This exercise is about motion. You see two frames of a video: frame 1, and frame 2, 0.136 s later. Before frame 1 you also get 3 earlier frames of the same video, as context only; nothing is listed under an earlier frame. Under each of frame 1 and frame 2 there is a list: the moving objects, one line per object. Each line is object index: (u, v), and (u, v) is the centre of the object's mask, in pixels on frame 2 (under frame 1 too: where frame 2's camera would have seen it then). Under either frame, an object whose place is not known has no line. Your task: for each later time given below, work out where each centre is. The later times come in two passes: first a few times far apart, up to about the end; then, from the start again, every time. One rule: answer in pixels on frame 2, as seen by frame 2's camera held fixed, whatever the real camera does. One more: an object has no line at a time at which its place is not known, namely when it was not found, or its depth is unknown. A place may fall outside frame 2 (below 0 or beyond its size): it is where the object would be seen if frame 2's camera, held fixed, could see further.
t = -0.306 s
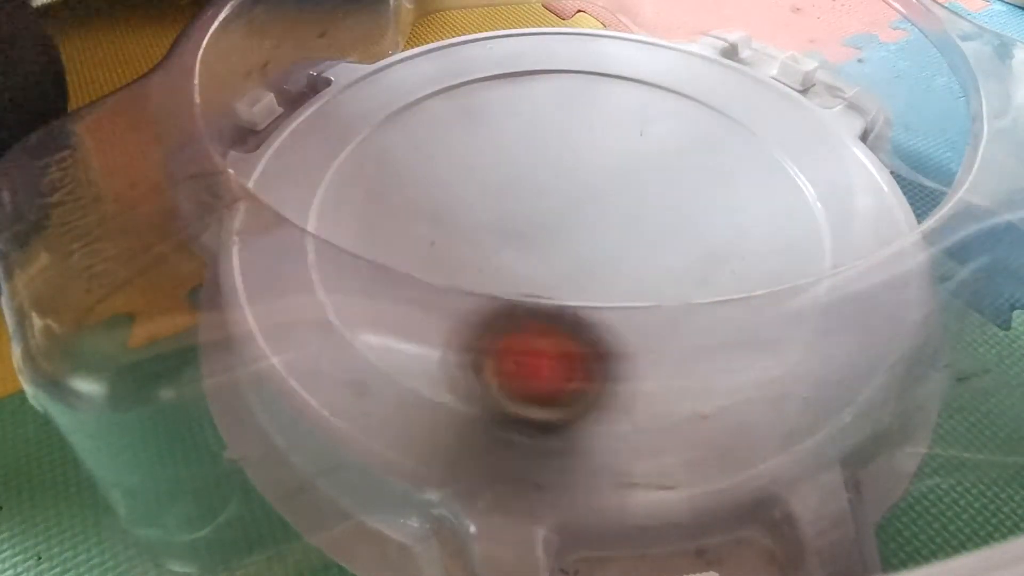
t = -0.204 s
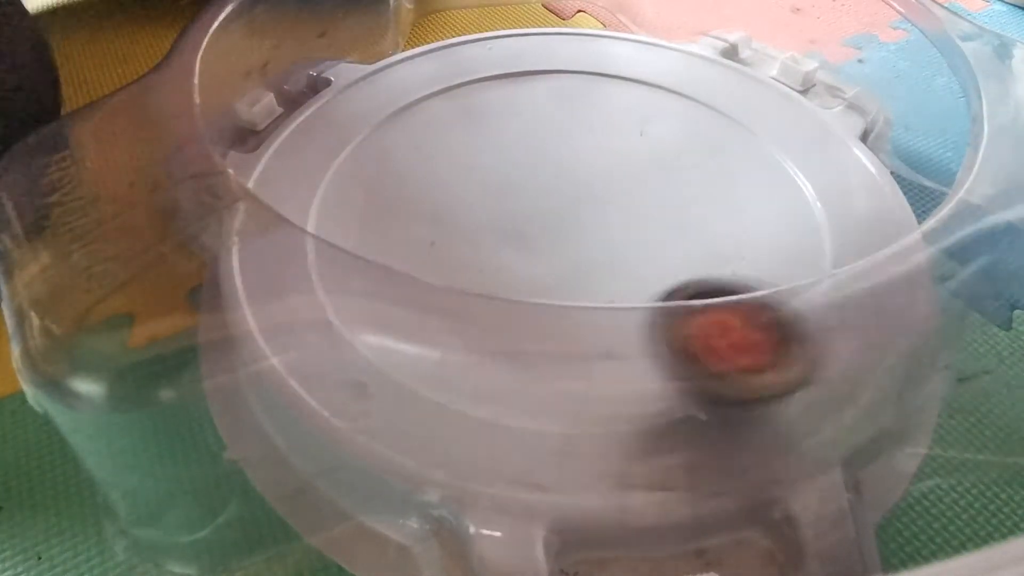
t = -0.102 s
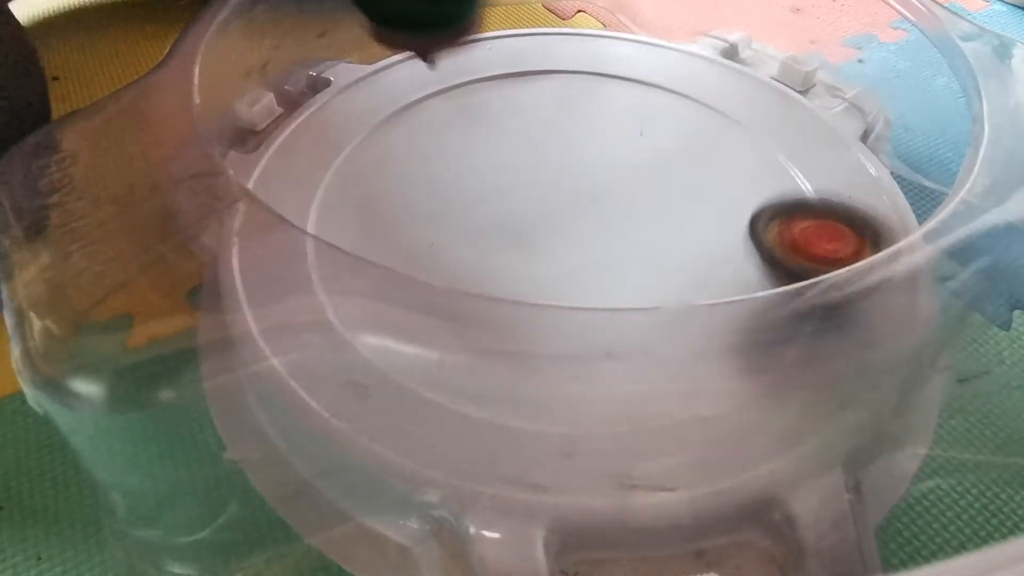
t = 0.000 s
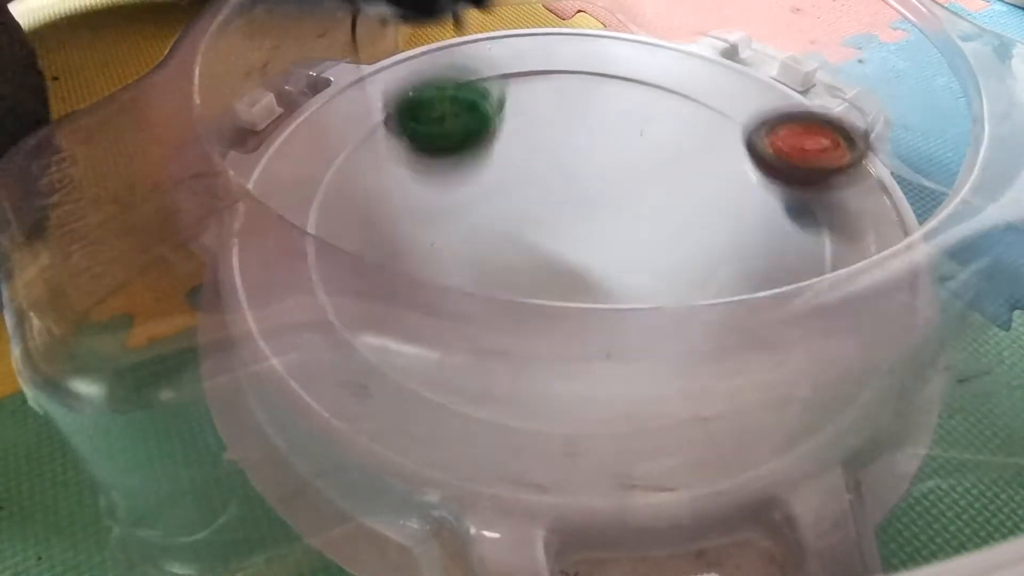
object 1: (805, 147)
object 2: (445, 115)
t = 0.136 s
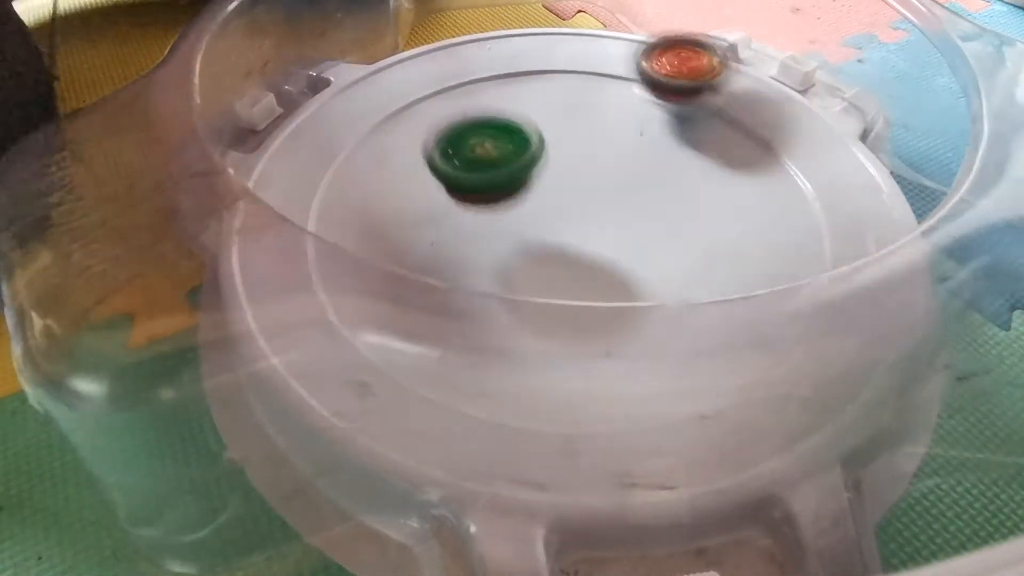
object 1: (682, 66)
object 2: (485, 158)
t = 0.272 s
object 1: (523, 42)
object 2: (539, 233)
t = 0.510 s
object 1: (329, 196)
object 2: (692, 244)
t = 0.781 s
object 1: (741, 338)
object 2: (613, 137)
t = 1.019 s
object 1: (767, 114)
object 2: (363, 159)
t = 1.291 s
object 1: (479, 49)
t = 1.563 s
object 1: (353, 302)
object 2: (801, 132)
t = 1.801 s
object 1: (835, 311)
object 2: (490, 40)
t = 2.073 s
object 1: (785, 105)
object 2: (396, 318)
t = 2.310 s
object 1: (533, 81)
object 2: (832, 227)
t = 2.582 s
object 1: (343, 183)
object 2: (582, 36)
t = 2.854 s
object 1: (548, 340)
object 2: (322, 196)
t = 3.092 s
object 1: (730, 221)
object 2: (723, 352)
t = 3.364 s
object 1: (611, 103)
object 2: (748, 87)
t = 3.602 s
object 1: (447, 125)
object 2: (450, 50)
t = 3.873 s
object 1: (495, 301)
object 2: (349, 218)
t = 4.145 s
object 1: (768, 268)
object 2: (635, 218)
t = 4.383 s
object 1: (715, 160)
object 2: (643, 58)
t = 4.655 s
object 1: (552, 155)
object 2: (458, 78)
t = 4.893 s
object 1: (514, 227)
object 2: (375, 180)
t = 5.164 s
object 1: (657, 241)
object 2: (495, 234)
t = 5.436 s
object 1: (694, 170)
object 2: (471, 126)
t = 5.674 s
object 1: (641, 156)
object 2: (373, 131)
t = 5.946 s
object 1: (598, 170)
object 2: (511, 238)
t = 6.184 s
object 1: (640, 94)
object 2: (642, 312)
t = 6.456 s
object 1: (583, 69)
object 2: (705, 274)
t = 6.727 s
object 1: (563, 120)
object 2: (544, 239)
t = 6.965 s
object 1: (563, 154)
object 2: (465, 235)
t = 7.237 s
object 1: (656, 201)
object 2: (429, 125)
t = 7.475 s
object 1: (678, 230)
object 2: (437, 104)
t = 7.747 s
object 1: (632, 237)
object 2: (515, 130)
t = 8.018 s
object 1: (523, 235)
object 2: (622, 186)
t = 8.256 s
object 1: (477, 215)
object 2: (690, 226)
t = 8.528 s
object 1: (489, 193)
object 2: (721, 254)
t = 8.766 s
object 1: (514, 160)
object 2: (616, 244)
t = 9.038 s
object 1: (554, 141)
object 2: (482, 224)
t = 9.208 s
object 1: (584, 151)
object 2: (440, 208)
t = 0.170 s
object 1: (643, 54)
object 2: (500, 192)
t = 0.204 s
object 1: (603, 45)
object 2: (510, 197)
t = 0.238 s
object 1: (563, 40)
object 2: (522, 219)
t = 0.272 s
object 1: (523, 42)
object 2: (539, 233)
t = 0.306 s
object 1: (481, 51)
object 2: (560, 243)
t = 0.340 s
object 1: (440, 63)
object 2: (582, 251)
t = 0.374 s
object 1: (401, 77)
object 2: (606, 255)
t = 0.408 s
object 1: (369, 100)
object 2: (633, 257)
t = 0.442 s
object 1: (344, 129)
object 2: (654, 255)
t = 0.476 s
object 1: (329, 164)
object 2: (675, 251)
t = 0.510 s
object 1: (329, 196)
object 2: (692, 244)
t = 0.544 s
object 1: (333, 240)
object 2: (703, 234)
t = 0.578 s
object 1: (353, 280)
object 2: (709, 221)
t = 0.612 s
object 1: (397, 317)
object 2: (708, 207)
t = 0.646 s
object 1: (461, 346)
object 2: (701, 190)
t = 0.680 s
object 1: (537, 368)
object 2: (687, 174)
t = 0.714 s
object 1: (613, 371)
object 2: (668, 160)
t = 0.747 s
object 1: (687, 358)
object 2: (644, 147)
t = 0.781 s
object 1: (741, 338)
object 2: (613, 137)
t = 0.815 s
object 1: (790, 305)
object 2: (582, 129)
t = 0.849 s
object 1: (819, 271)
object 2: (548, 125)
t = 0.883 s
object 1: (822, 229)
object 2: (509, 124)
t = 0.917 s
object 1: (824, 198)
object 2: (473, 128)
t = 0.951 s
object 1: (812, 167)
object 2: (436, 134)
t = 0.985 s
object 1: (791, 138)
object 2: (397, 144)
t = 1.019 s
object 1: (767, 114)
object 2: (363, 159)
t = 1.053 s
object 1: (738, 92)
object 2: (332, 179)
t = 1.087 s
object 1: (709, 75)
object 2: (315, 197)
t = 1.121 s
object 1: (674, 61)
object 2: (319, 223)
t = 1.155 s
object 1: (638, 52)
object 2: (332, 262)
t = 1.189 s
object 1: (599, 45)
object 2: (367, 293)
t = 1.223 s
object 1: (560, 43)
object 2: (416, 323)
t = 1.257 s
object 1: (519, 43)
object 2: (481, 349)
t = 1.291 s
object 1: (479, 49)
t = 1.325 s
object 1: (439, 59)
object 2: (632, 369)
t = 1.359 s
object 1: (402, 74)
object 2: (705, 353)
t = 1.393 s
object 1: (368, 96)
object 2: (765, 323)
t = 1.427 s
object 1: (337, 124)
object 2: (802, 285)
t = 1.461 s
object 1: (311, 160)
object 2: (813, 237)
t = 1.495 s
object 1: (314, 192)
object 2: (828, 205)
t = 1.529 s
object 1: (316, 250)
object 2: (821, 166)
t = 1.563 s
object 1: (353, 302)
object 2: (801, 132)
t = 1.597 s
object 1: (424, 345)
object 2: (773, 101)
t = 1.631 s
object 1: (514, 389)
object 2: (734, 76)
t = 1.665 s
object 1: (596, 408)
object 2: (691, 58)
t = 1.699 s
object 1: (676, 413)
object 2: (642, 44)
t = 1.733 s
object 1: (748, 381)
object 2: (592, 35)
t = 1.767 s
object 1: (798, 347)
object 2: (541, 34)
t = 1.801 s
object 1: (835, 311)
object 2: (490, 40)
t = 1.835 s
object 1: (869, 281)
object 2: (441, 53)
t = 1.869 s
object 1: (878, 248)
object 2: (397, 75)
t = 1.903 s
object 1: (875, 203)
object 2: (359, 101)
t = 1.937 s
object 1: (883, 180)
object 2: (330, 136)
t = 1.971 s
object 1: (880, 152)
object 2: (314, 177)
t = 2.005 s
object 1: (859, 128)
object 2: (322, 226)
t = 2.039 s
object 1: (822, 115)
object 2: (342, 272)
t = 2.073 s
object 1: (785, 105)
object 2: (396, 318)
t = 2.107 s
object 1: (745, 99)
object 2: (472, 355)
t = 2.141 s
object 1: (710, 90)
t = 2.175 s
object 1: (673, 83)
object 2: (647, 370)
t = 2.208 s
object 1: (635, 80)
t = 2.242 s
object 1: (604, 79)
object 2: (786, 314)
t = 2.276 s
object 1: (569, 79)
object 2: (825, 275)
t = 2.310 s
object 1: (533, 81)
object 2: (832, 227)
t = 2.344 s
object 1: (502, 86)
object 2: (840, 191)
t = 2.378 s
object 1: (469, 92)
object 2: (824, 153)
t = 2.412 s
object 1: (440, 102)
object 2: (795, 121)
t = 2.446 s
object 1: (416, 112)
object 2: (762, 93)
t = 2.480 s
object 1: (389, 126)
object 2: (721, 71)
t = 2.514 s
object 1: (370, 143)
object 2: (676, 55)
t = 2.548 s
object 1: (353, 163)
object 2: (630, 43)
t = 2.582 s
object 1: (343, 183)
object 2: (582, 36)
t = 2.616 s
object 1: (346, 203)
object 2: (533, 36)
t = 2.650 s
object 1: (349, 230)
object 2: (487, 43)
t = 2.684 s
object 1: (362, 258)
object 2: (442, 56)
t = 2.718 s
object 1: (388, 281)
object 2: (401, 75)
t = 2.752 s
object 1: (417, 301)
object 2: (366, 98)
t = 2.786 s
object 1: (460, 321)
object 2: (338, 128)
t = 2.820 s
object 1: (499, 333)
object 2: (316, 165)
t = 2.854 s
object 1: (548, 340)
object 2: (322, 196)
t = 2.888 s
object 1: (593, 335)
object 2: (326, 248)
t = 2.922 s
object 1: (635, 327)
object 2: (357, 290)
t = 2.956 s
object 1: (675, 311)
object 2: (413, 332)
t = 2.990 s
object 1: (699, 291)
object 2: (486, 362)
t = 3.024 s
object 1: (718, 266)
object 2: (571, 379)
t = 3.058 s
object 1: (727, 246)
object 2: (648, 369)
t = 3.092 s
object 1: (730, 221)
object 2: (723, 352)
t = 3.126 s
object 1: (726, 199)
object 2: (782, 328)
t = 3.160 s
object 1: (719, 179)
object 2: (818, 292)
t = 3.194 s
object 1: (705, 159)
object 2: (822, 239)
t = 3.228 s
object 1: (691, 143)
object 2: (839, 214)
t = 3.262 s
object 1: (671, 129)
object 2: (830, 175)
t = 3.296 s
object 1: (654, 118)
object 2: (812, 143)
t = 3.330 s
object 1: (632, 109)
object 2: (783, 113)
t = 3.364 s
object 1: (611, 103)
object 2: (748, 87)
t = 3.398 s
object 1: (588, 98)
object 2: (708, 69)
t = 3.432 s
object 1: (566, 97)
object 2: (666, 55)
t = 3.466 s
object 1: (543, 96)
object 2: (622, 44)
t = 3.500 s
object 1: (519, 99)
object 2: (576, 38)
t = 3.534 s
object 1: (497, 103)
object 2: (531, 36)
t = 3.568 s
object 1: (468, 113)
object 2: (490, 39)
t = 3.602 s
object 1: (447, 125)
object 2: (450, 50)
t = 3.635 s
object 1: (427, 140)
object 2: (416, 64)
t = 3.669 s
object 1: (412, 160)
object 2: (386, 80)
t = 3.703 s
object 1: (400, 182)
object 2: (362, 101)
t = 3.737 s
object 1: (400, 205)
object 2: (345, 124)
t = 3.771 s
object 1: (409, 226)
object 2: (333, 151)
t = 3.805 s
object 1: (428, 255)
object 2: (329, 178)
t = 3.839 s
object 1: (458, 281)
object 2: (335, 195)
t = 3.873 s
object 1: (495, 301)
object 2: (349, 218)
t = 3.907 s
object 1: (529, 315)
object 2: (377, 246)
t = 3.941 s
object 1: (572, 323)
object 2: (416, 263)
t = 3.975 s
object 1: (607, 324)
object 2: (466, 277)
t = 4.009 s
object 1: (661, 321)
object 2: (509, 278)
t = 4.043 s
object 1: (702, 315)
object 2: (543, 261)
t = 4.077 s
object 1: (737, 299)
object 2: (576, 256)
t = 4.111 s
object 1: (758, 284)
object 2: (610, 242)
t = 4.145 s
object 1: (768, 268)
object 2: (635, 218)
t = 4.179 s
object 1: (774, 245)
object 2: (655, 195)
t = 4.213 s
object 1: (777, 234)
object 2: (667, 171)
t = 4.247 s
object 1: (773, 216)
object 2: (672, 146)
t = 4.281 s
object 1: (763, 199)
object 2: (672, 122)
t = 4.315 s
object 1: (751, 183)
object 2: (667, 100)
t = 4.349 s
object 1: (735, 170)
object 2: (657, 78)
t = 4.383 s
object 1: (715, 160)
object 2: (643, 58)
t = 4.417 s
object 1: (697, 151)
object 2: (625, 43)
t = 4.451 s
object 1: (672, 145)
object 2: (604, 38)
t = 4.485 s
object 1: (652, 142)
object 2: (578, 44)
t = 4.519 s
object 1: (629, 142)
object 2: (552, 50)
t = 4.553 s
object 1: (608, 143)
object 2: (527, 57)
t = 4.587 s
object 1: (588, 145)
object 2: (503, 61)
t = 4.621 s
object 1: (567, 150)
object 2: (479, 69)
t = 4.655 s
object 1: (552, 155)
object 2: (458, 78)
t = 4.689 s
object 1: (536, 162)
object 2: (440, 90)
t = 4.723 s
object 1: (525, 169)
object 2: (424, 105)
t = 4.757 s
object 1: (512, 177)
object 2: (413, 122)
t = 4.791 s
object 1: (504, 187)
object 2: (406, 138)
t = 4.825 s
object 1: (500, 200)
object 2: (395, 154)
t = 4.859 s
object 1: (506, 214)
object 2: (381, 167)
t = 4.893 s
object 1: (514, 227)
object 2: (375, 180)
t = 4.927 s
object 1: (525, 237)
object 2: (377, 193)
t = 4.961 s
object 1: (536, 245)
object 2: (391, 209)
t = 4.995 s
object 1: (551, 250)
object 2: (411, 223)
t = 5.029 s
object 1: (571, 252)
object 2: (430, 232)
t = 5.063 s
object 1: (602, 254)
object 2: (439, 235)
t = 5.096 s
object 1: (630, 253)
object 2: (454, 238)
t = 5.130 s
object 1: (647, 249)
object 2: (476, 238)
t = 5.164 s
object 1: (657, 241)
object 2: (495, 234)
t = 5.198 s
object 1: (663, 230)
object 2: (521, 225)
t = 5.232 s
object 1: (667, 219)
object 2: (538, 213)
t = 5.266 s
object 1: (682, 208)
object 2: (536, 197)
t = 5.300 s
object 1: (692, 198)
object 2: (528, 179)
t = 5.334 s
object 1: (698, 189)
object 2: (517, 164)
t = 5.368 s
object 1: (699, 180)
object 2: (502, 148)
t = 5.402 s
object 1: (697, 174)
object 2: (487, 136)
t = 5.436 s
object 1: (694, 170)
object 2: (471, 126)
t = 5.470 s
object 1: (691, 165)
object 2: (455, 120)
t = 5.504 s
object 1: (684, 161)
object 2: (439, 115)
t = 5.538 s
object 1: (678, 159)
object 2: (422, 114)
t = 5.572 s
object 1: (670, 156)
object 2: (406, 113)
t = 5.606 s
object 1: (661, 155)
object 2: (392, 117)
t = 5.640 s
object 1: (651, 155)
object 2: (381, 123)
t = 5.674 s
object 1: (641, 156)
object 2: (373, 131)
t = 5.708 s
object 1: (630, 158)
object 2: (373, 142)
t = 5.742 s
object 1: (620, 161)
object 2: (377, 156)
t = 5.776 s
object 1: (611, 164)
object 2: (388, 170)
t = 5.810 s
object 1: (601, 167)
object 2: (403, 185)
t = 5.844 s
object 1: (592, 171)
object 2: (433, 202)
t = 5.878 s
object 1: (584, 175)
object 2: (463, 215)
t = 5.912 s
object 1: (586, 175)
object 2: (493, 228)
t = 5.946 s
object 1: (598, 170)
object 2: (511, 238)
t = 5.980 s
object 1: (606, 167)
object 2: (534, 245)
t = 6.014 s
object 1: (611, 164)
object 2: (561, 248)
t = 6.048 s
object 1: (613, 162)
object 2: (586, 248)
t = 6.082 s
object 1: (618, 158)
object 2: (608, 249)
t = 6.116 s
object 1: (629, 133)
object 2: (618, 273)
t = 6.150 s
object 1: (638, 110)
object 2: (628, 294)
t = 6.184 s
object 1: (640, 94)
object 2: (642, 312)
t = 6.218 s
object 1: (639, 80)
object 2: (660, 323)
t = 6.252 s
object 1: (634, 72)
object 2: (673, 325)
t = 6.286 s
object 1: (626, 65)
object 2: (687, 324)
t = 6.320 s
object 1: (618, 60)
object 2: (699, 319)
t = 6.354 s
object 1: (610, 59)
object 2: (708, 310)
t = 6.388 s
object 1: (600, 60)
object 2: (715, 300)
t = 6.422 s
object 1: (590, 62)
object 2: (713, 289)
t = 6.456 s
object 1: (583, 69)
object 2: (705, 274)
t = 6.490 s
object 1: (576, 79)
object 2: (695, 256)
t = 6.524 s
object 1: (572, 90)
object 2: (679, 246)
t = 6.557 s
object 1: (569, 102)
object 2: (656, 234)
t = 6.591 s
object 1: (567, 115)
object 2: (635, 225)
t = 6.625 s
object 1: (566, 127)
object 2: (612, 215)
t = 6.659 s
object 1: (567, 129)
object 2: (587, 220)
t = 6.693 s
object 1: (565, 123)
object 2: (563, 230)
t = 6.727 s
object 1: (563, 120)
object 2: (544, 239)
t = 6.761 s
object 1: (561, 119)
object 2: (537, 232)
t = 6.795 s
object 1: (560, 122)
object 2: (521, 244)
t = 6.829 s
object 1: (560, 126)
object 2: (510, 242)
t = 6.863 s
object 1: (561, 132)
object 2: (498, 240)
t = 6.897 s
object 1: (562, 138)
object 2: (486, 238)
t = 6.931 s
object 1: (562, 145)
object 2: (474, 236)
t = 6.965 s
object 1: (563, 154)
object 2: (465, 235)
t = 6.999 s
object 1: (565, 162)
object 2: (456, 234)
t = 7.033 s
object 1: (566, 170)
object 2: (460, 215)
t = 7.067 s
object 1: (572, 176)
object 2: (468, 191)
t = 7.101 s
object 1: (592, 185)
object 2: (456, 171)
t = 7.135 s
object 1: (611, 191)
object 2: (447, 154)
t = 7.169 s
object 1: (628, 196)
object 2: (439, 142)
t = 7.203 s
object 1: (644, 198)
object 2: (433, 132)
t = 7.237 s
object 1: (656, 201)
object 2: (429, 125)
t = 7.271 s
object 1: (665, 204)
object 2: (427, 120)
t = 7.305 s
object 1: (672, 208)
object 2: (426, 116)
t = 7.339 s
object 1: (677, 212)
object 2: (426, 113)
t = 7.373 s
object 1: (680, 217)
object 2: (427, 110)
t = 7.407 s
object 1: (681, 220)
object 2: (429, 108)
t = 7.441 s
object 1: (681, 226)
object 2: (432, 106)
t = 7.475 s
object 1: (678, 230)
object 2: (437, 104)
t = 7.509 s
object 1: (673, 232)
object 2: (442, 104)
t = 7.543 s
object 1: (669, 233)
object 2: (450, 105)
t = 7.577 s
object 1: (666, 234)
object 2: (458, 107)
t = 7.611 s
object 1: (663, 234)
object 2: (468, 110)
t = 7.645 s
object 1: (657, 234)
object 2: (479, 114)
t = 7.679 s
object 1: (650, 235)
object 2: (490, 119)
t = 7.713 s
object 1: (642, 236)
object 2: (502, 124)
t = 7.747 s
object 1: (632, 237)
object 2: (515, 130)
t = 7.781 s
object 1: (620, 238)
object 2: (527, 136)
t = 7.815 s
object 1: (608, 240)
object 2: (541, 143)
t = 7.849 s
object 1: (596, 241)
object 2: (555, 150)
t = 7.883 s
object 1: (581, 242)
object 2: (569, 157)
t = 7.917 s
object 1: (566, 241)
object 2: (583, 163)
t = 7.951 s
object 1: (550, 239)
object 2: (597, 170)
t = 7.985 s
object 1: (537, 238)
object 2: (610, 178)
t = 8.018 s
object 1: (523, 235)
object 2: (622, 186)
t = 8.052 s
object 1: (510, 232)
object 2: (634, 192)
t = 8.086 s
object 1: (499, 228)
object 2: (645, 198)
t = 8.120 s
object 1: (489, 225)
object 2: (656, 204)
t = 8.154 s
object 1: (483, 221)
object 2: (665, 209)
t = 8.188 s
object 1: (479, 218)
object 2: (674, 214)
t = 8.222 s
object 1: (477, 216)
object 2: (682, 220)
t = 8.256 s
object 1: (477, 215)
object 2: (690, 226)
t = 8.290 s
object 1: (476, 214)
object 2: (697, 232)
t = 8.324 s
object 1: (476, 214)
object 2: (705, 240)
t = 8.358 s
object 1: (475, 214)
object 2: (712, 247)
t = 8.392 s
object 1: (477, 213)
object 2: (718, 251)
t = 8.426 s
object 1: (480, 209)
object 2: (722, 253)
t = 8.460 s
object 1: (483, 204)
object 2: (725, 254)
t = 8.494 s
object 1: (486, 198)
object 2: (725, 254)
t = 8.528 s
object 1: (489, 193)
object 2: (721, 254)
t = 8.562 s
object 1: (491, 187)
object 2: (713, 252)
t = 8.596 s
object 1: (494, 182)
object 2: (701, 249)
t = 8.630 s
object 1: (497, 177)
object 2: (688, 247)
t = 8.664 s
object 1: (501, 173)
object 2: (673, 246)
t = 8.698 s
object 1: (505, 169)
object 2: (655, 246)
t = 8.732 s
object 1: (509, 164)
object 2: (636, 245)
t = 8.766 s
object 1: (514, 160)
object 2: (616, 244)
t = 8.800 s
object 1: (519, 156)
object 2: (596, 242)
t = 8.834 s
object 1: (524, 152)
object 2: (576, 240)
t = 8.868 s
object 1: (528, 149)
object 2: (556, 239)
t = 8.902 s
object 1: (533, 146)
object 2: (537, 237)
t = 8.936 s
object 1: (538, 144)
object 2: (520, 233)
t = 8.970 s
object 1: (544, 142)
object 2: (506, 231)
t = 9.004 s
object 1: (549, 141)
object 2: (493, 227)
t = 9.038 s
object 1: (554, 141)
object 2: (482, 224)
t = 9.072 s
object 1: (560, 142)
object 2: (472, 222)
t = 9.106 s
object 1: (566, 143)
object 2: (464, 219)
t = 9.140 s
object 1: (572, 145)
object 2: (455, 216)
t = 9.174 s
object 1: (578, 147)
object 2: (448, 213)
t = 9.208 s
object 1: (584, 151)
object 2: (440, 208)
